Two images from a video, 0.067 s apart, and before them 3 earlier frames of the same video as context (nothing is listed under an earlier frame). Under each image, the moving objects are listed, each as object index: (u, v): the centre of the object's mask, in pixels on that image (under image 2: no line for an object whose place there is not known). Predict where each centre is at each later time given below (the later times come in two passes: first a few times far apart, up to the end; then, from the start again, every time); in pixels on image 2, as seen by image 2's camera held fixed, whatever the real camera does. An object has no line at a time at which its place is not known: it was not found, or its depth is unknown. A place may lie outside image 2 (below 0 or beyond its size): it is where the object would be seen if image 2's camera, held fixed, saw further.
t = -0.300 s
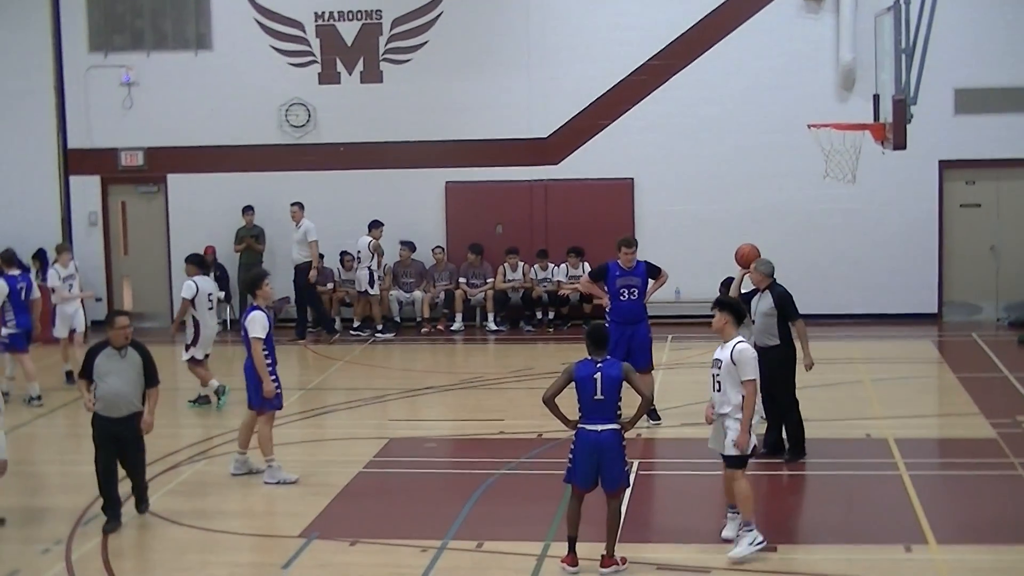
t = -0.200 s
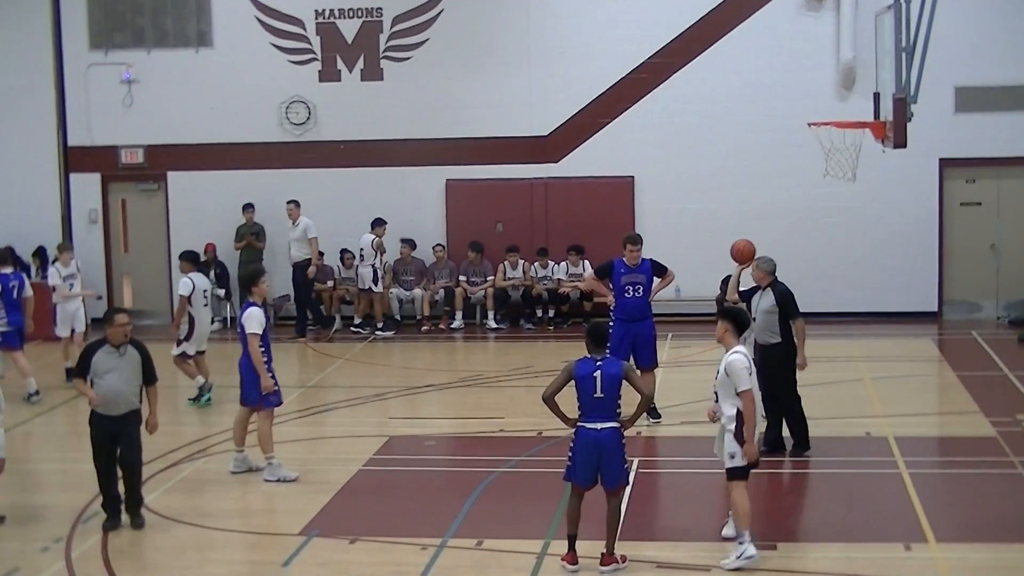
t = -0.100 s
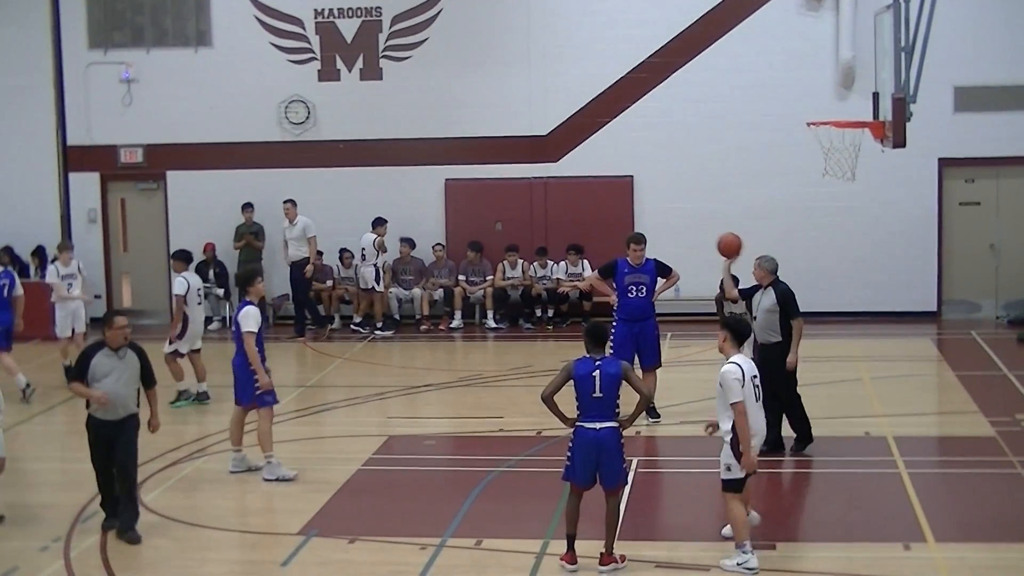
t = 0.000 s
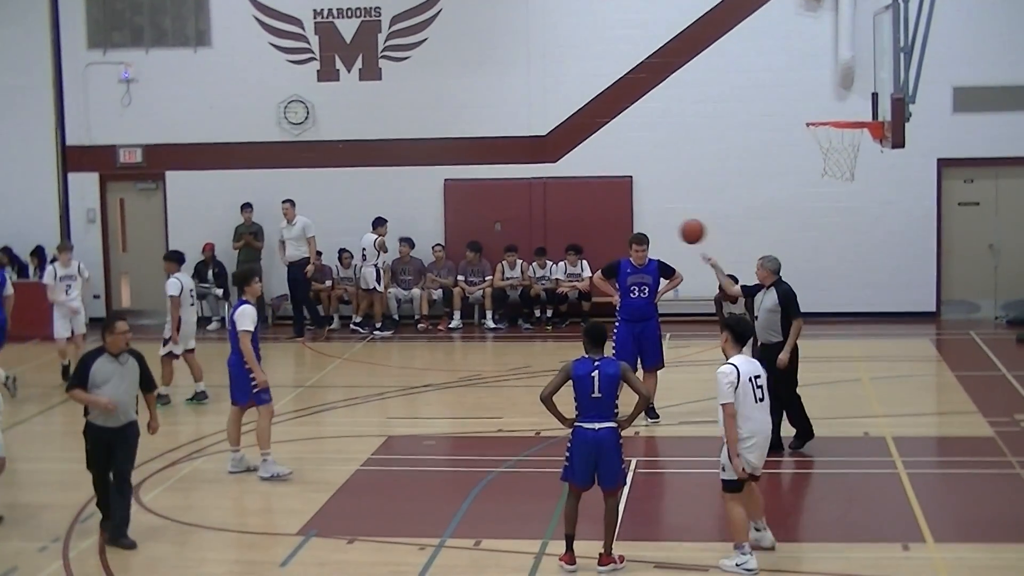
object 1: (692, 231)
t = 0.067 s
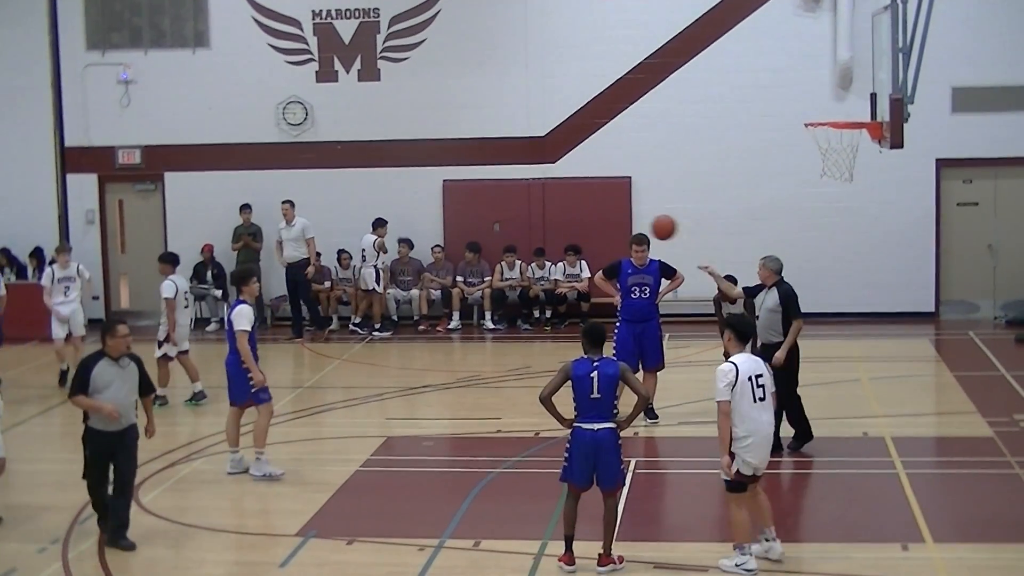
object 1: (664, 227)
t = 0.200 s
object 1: (609, 231)
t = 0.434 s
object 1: (511, 290)
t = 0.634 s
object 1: (430, 384)
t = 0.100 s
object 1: (650, 226)
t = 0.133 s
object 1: (635, 227)
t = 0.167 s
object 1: (621, 228)
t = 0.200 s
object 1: (609, 231)
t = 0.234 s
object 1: (594, 235)
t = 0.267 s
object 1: (580, 241)
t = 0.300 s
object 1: (567, 248)
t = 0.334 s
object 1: (553, 256)
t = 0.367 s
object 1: (539, 265)
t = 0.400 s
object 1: (525, 277)
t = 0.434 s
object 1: (511, 290)
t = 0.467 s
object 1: (500, 302)
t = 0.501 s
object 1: (484, 315)
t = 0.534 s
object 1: (470, 330)
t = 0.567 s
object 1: (458, 347)
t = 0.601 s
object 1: (443, 366)
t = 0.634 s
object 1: (430, 384)
